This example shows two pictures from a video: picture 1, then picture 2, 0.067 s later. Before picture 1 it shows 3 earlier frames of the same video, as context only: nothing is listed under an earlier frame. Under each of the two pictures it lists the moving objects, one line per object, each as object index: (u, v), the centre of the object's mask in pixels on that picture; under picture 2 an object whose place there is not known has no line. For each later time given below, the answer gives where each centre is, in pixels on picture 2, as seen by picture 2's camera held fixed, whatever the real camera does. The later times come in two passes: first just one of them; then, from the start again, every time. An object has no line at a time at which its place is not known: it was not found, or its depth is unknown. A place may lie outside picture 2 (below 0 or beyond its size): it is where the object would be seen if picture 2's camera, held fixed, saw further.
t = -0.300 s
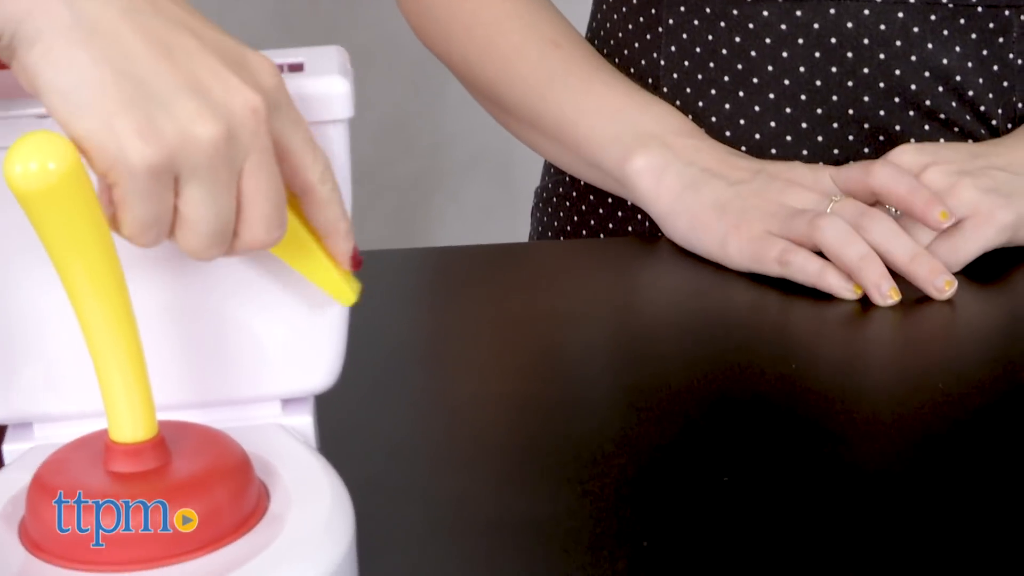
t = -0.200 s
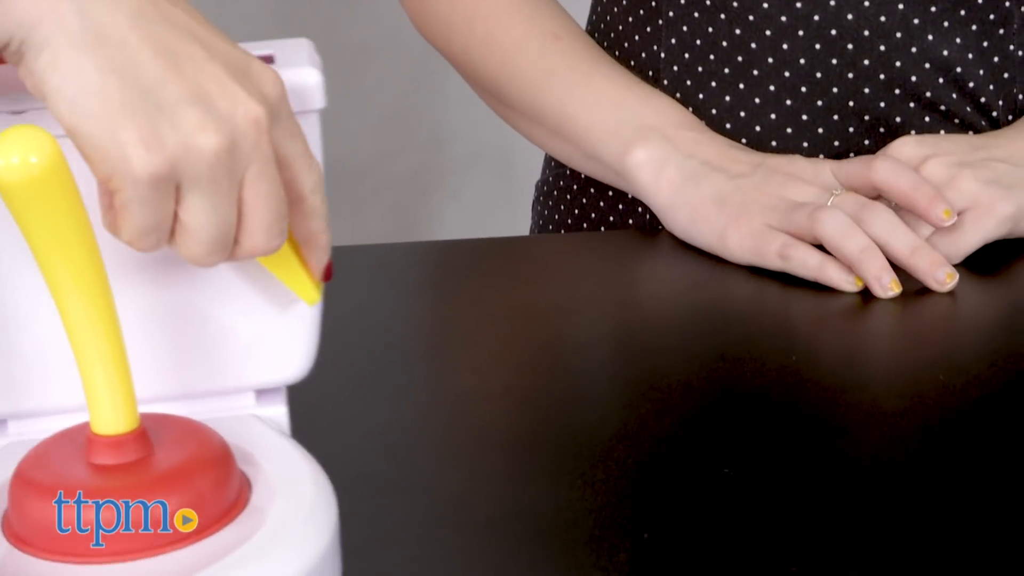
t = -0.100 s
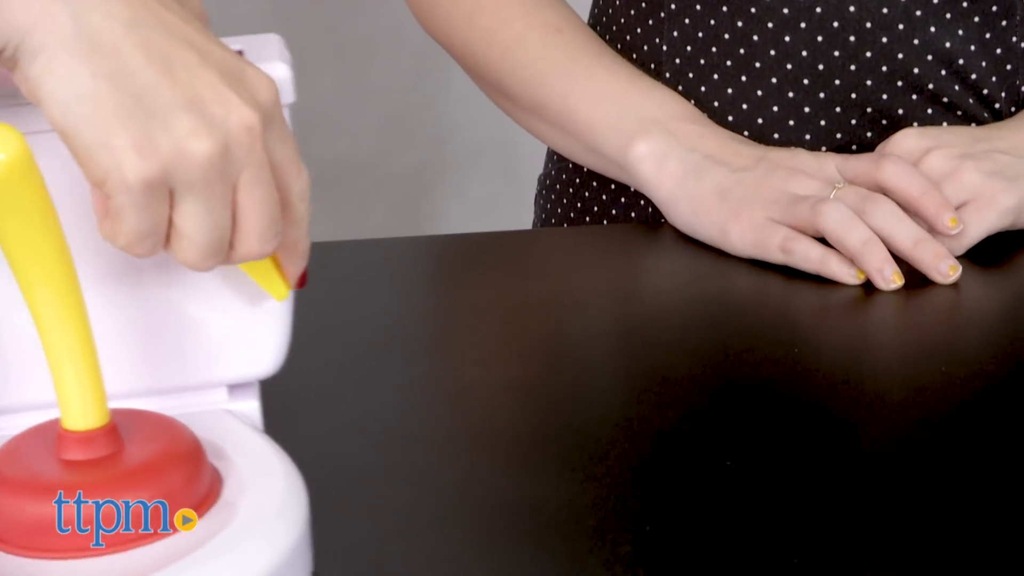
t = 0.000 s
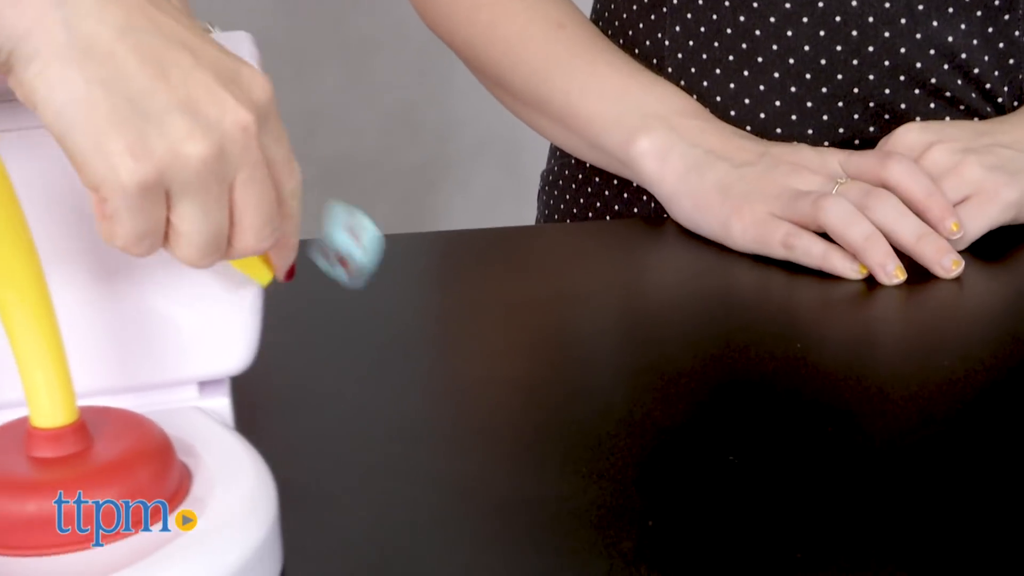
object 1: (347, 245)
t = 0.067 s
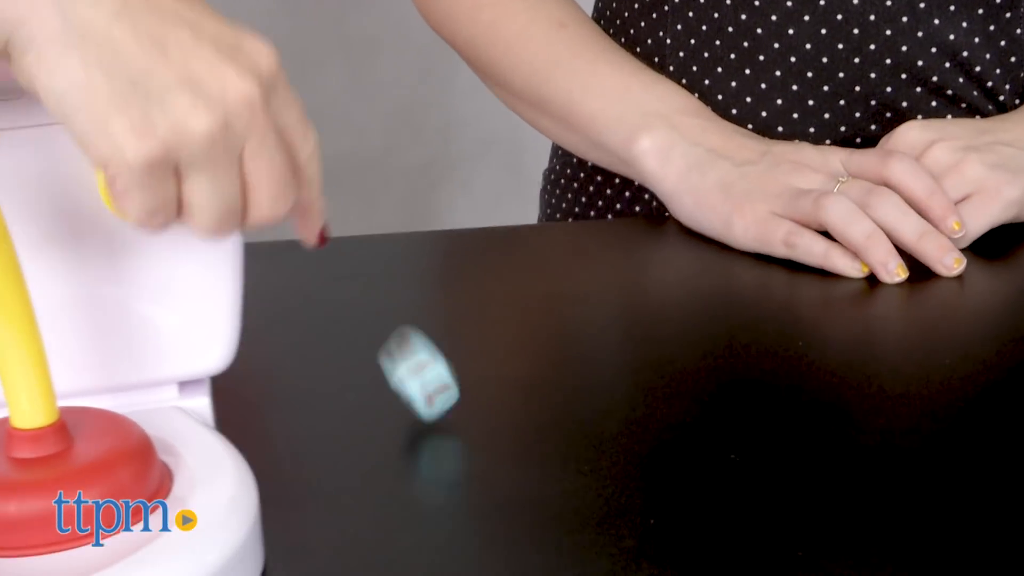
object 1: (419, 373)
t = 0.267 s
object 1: (616, 333)
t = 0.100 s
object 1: (450, 345)
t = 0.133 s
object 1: (481, 314)
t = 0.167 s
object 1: (513, 309)
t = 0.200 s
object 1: (549, 331)
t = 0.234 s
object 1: (584, 353)
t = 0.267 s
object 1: (616, 333)
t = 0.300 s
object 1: (650, 337)
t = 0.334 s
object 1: (681, 330)
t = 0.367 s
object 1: (716, 323)
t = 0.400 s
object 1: (750, 310)
